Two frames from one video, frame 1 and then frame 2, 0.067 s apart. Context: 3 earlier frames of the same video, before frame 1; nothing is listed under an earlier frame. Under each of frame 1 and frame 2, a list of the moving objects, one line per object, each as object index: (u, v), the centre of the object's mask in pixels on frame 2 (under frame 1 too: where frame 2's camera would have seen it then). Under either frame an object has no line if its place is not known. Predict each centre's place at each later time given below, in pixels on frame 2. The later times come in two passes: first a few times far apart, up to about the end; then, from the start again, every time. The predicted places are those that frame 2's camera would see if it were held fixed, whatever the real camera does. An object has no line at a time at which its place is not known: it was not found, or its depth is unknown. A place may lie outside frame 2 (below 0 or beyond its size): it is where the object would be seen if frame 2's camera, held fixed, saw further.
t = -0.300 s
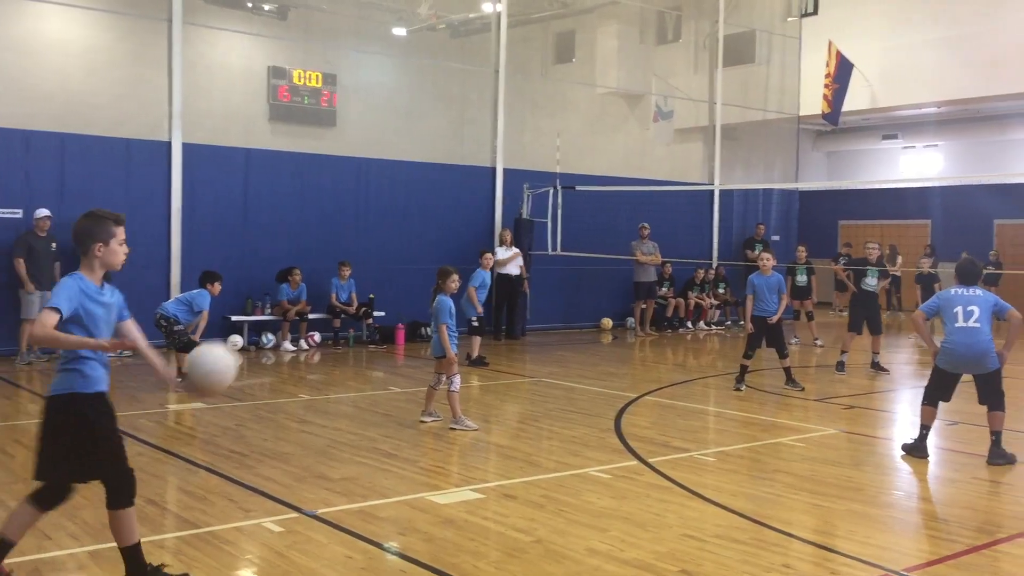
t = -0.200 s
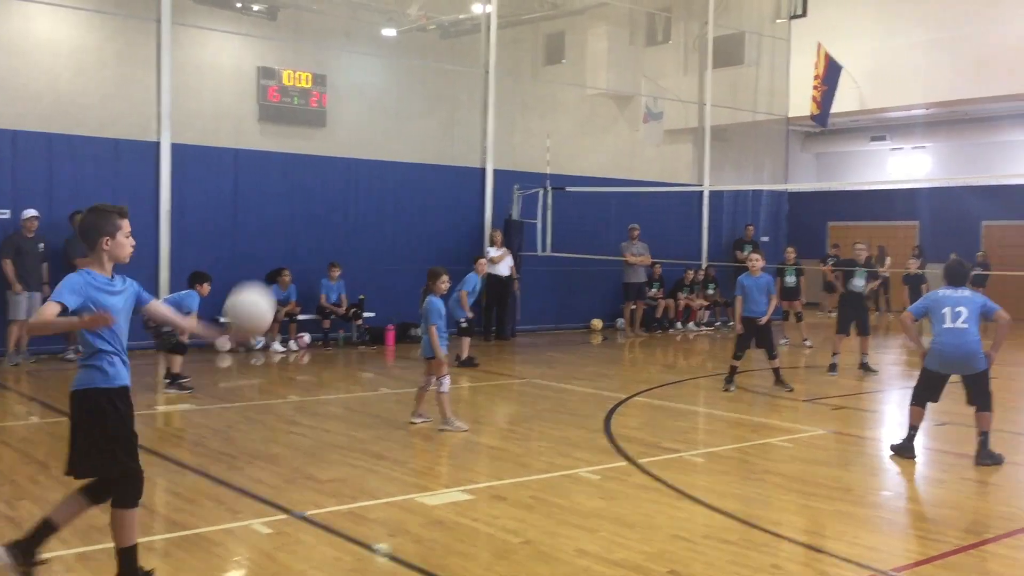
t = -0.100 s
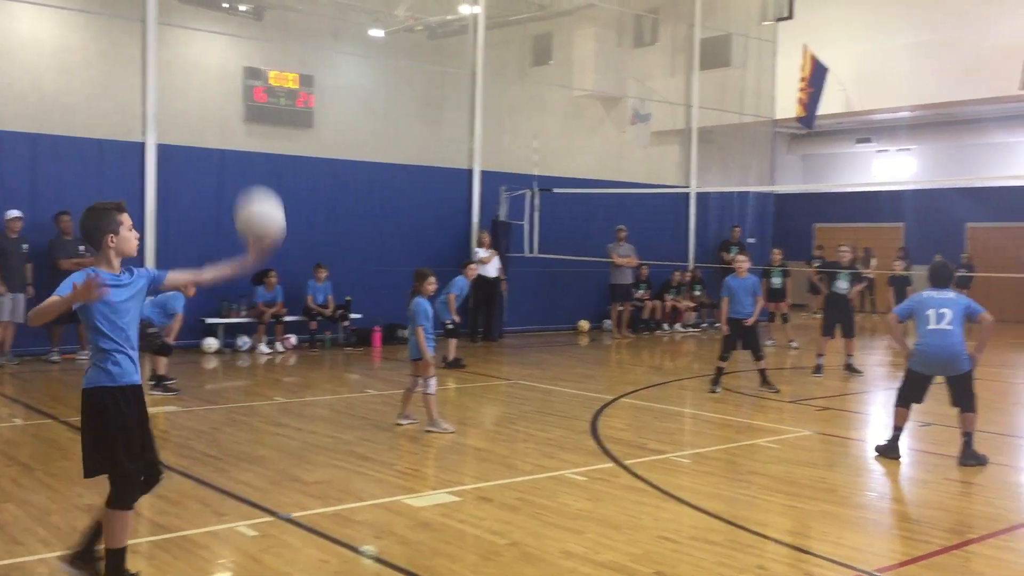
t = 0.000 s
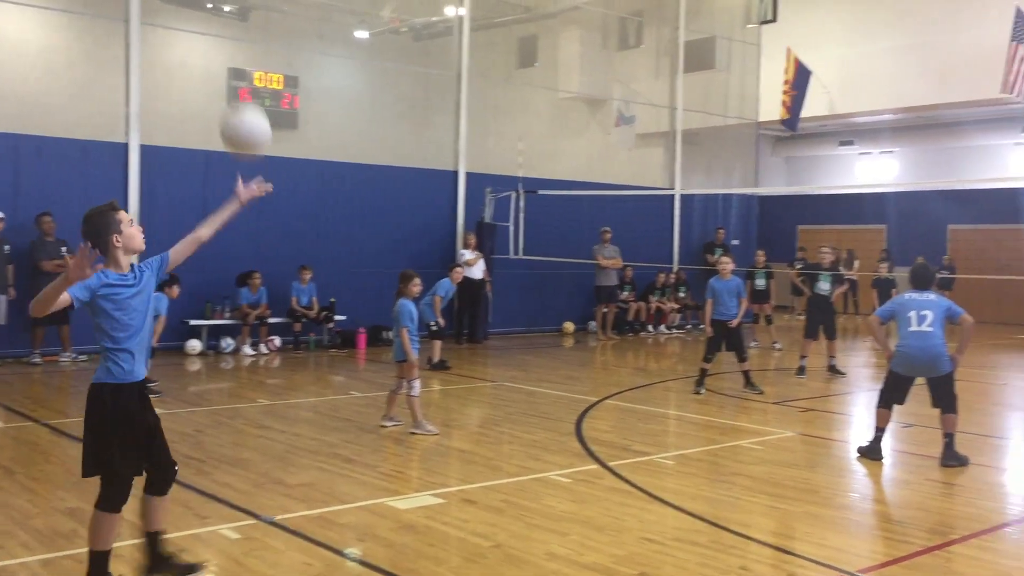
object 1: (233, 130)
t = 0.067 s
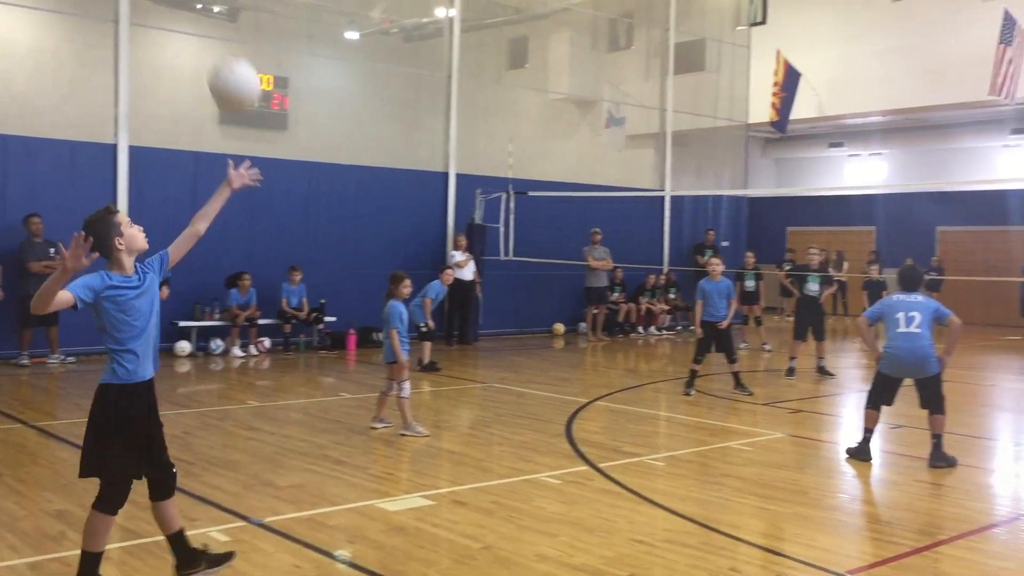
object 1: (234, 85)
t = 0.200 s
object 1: (235, 22)
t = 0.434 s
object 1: (232, 11)
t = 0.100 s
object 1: (234, 63)
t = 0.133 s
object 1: (235, 47)
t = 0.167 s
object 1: (235, 34)
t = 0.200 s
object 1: (235, 22)
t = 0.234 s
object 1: (235, 16)
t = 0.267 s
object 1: (234, 11)
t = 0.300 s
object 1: (233, 8)
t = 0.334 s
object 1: (233, 7)
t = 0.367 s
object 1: (232, 7)
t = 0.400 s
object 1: (232, 8)
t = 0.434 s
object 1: (232, 11)
